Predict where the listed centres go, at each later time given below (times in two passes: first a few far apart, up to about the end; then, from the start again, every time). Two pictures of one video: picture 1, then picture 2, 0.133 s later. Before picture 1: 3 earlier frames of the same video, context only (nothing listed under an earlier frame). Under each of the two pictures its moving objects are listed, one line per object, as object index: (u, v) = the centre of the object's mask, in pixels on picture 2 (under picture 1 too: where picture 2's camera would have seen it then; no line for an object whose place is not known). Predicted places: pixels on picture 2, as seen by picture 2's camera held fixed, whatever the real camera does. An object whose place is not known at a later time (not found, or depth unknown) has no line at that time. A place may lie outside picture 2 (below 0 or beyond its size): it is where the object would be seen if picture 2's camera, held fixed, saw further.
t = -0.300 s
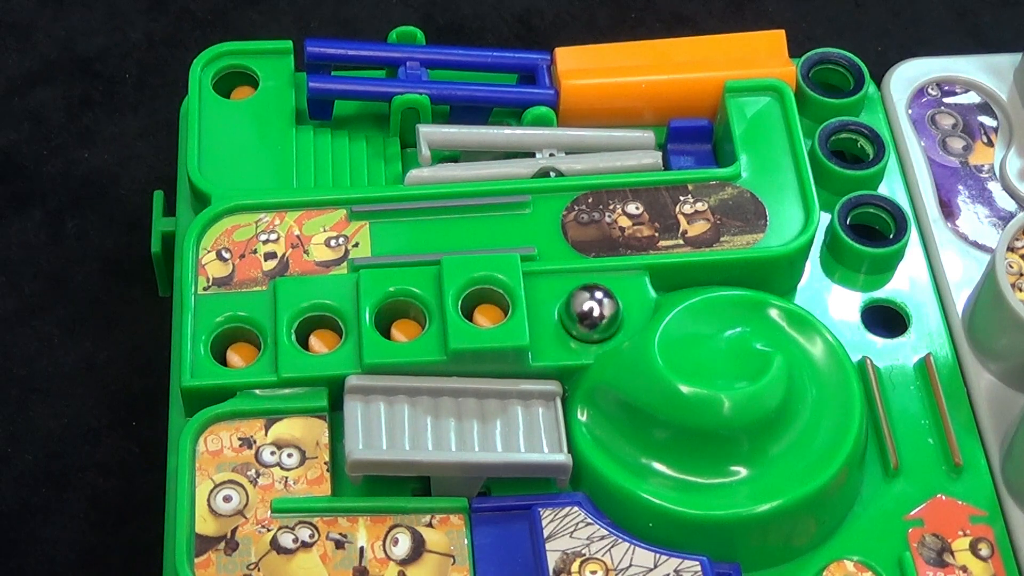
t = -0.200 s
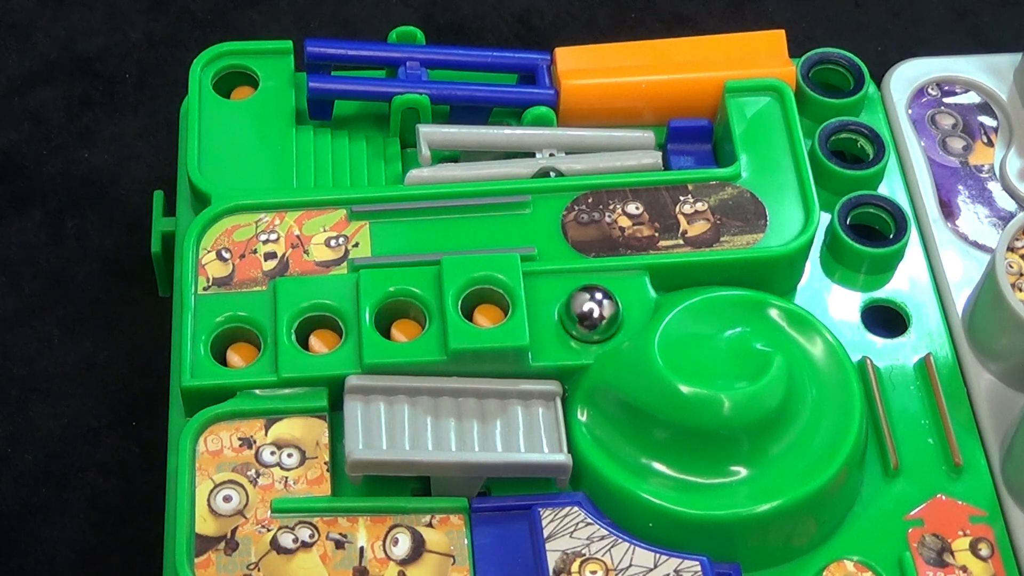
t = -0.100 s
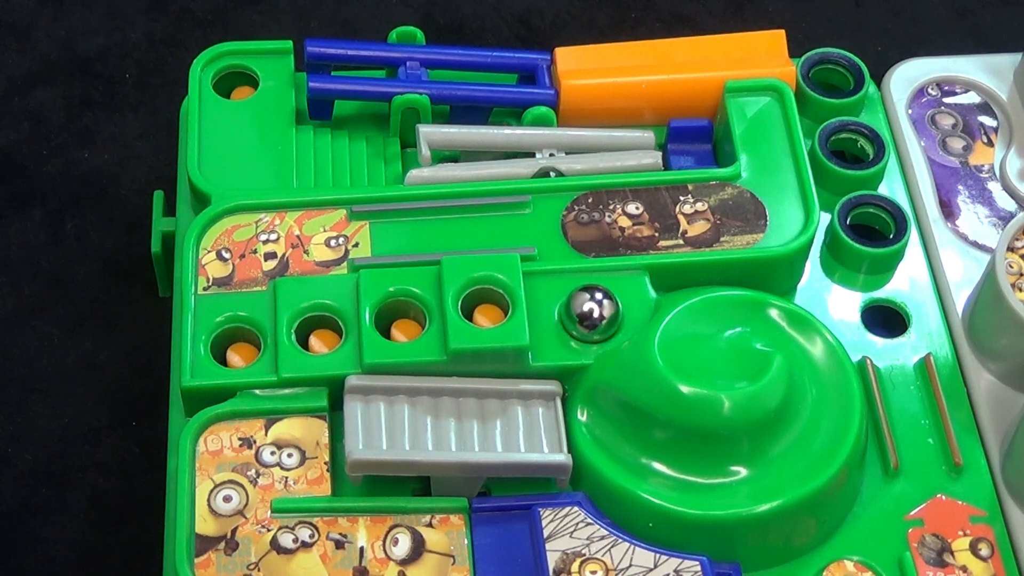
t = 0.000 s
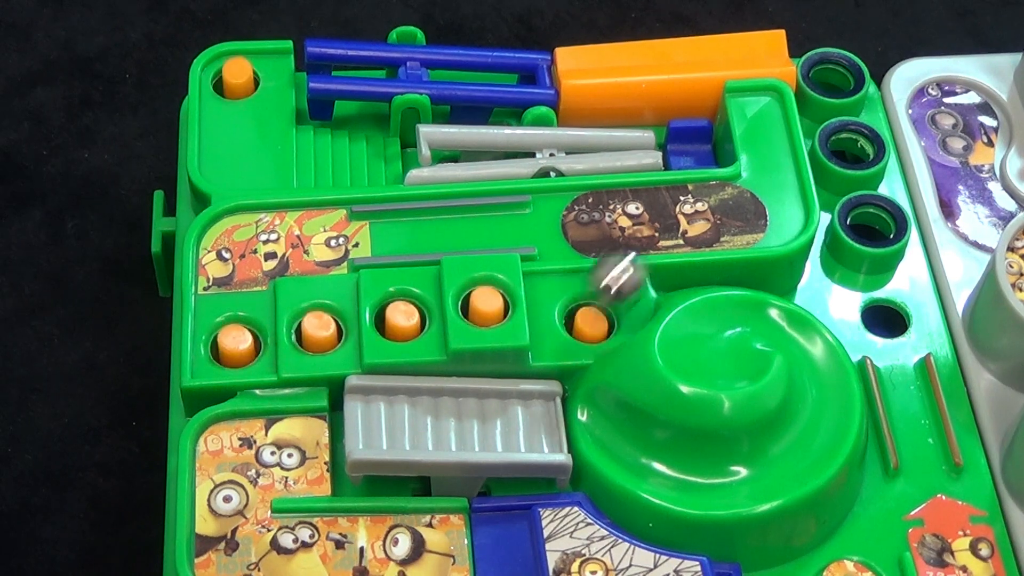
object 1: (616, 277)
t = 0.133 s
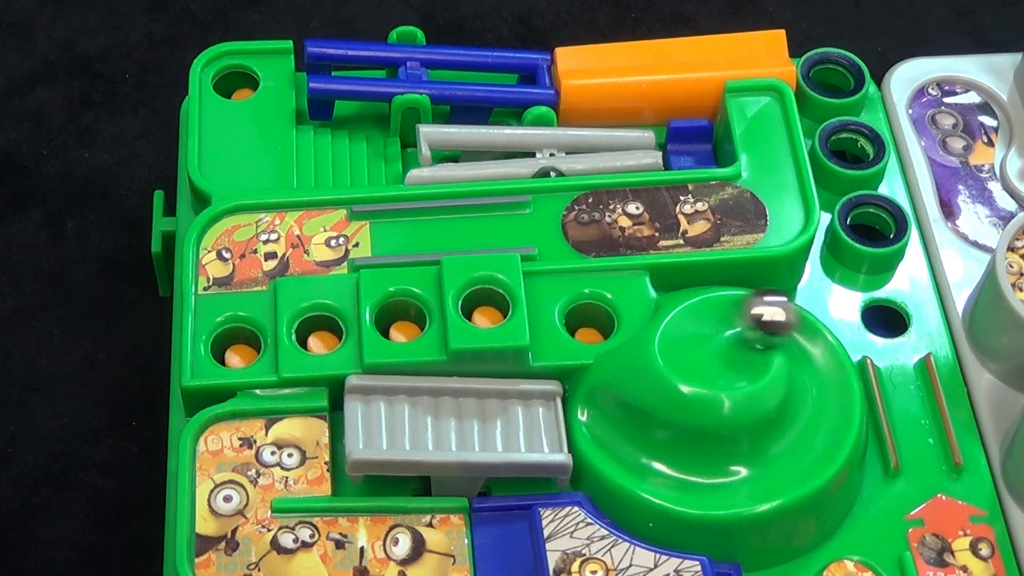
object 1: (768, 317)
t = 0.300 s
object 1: (787, 456)
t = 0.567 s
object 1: (534, 402)
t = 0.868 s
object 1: (545, 401)
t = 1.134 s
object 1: (545, 401)
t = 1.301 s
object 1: (545, 401)
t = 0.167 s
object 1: (808, 326)
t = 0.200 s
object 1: (834, 349)
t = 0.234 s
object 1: (835, 385)
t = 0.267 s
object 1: (816, 427)
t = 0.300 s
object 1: (787, 456)
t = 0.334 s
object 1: (740, 470)
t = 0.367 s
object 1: (681, 469)
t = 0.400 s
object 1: (630, 450)
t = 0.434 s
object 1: (583, 420)
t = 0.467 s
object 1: (554, 379)
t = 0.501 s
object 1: (543, 387)
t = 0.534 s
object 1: (536, 402)
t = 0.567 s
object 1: (534, 402)
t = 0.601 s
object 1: (538, 401)
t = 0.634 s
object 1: (543, 401)
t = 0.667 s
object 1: (544, 401)
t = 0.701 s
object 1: (542, 401)
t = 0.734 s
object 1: (543, 401)
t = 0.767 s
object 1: (545, 401)
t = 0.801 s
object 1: (545, 401)
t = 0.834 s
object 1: (545, 401)
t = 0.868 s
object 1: (545, 401)
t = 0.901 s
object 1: (545, 401)
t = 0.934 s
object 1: (545, 401)
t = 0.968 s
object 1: (545, 401)
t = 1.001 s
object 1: (545, 401)
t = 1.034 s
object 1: (545, 401)
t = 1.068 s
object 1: (545, 401)
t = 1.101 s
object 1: (545, 401)
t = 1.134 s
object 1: (545, 401)
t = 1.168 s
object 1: (545, 401)
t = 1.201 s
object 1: (545, 401)
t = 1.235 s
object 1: (545, 401)
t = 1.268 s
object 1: (545, 401)
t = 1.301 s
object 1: (545, 401)
